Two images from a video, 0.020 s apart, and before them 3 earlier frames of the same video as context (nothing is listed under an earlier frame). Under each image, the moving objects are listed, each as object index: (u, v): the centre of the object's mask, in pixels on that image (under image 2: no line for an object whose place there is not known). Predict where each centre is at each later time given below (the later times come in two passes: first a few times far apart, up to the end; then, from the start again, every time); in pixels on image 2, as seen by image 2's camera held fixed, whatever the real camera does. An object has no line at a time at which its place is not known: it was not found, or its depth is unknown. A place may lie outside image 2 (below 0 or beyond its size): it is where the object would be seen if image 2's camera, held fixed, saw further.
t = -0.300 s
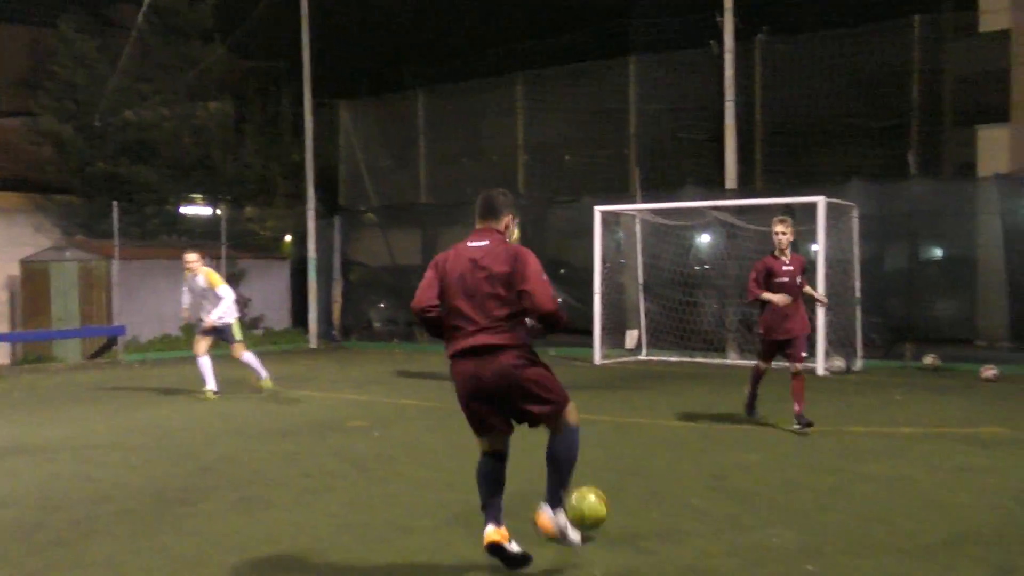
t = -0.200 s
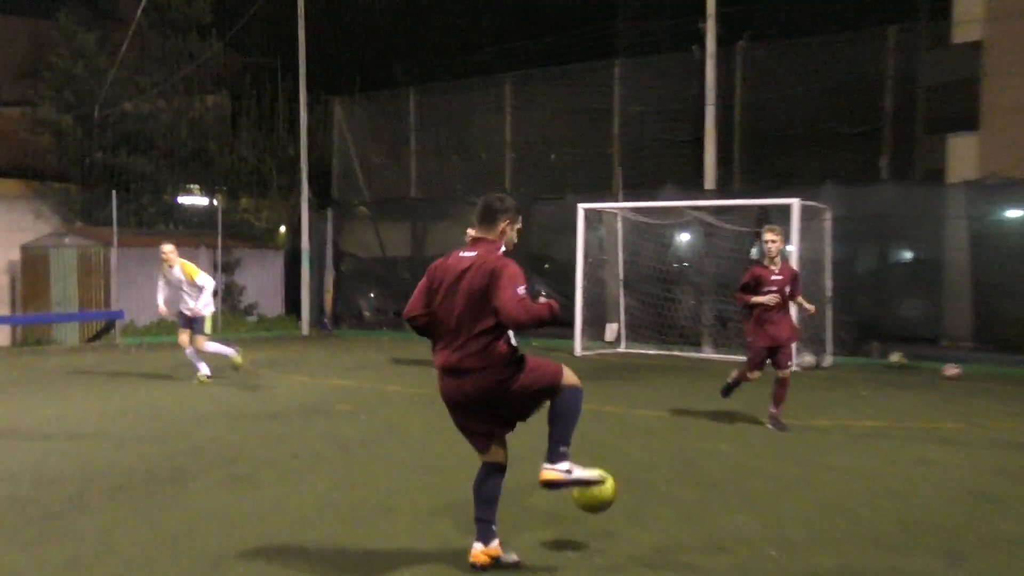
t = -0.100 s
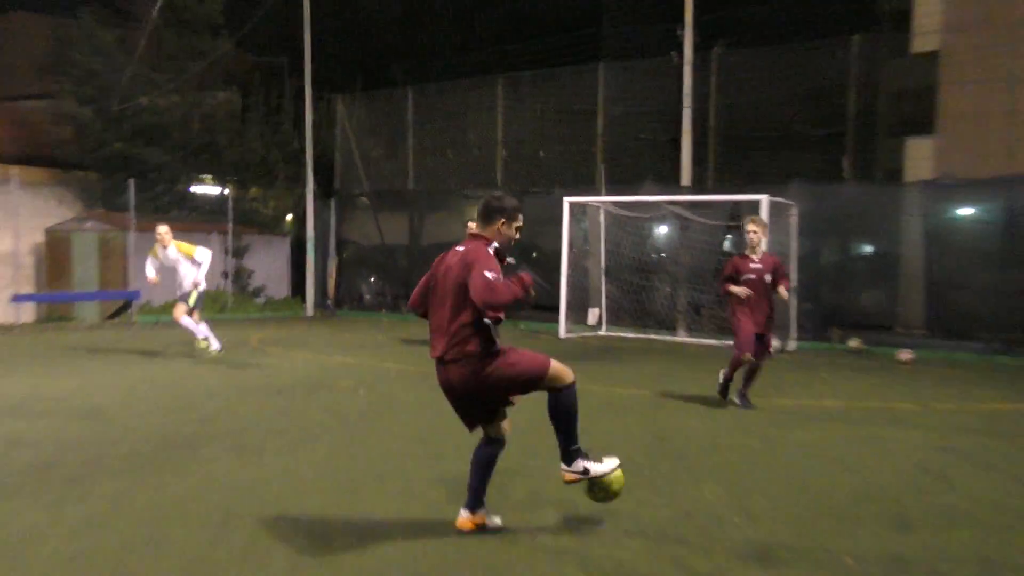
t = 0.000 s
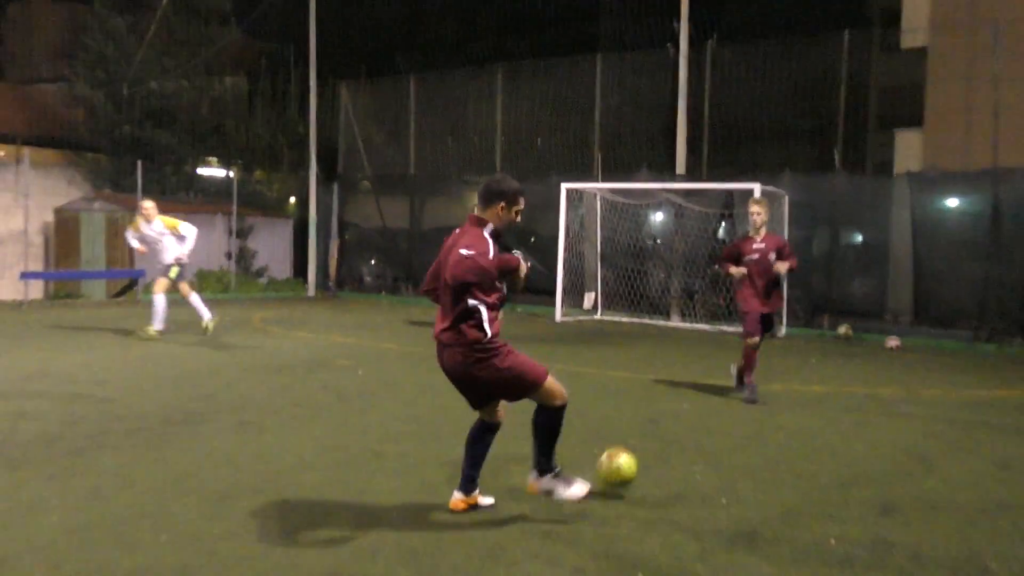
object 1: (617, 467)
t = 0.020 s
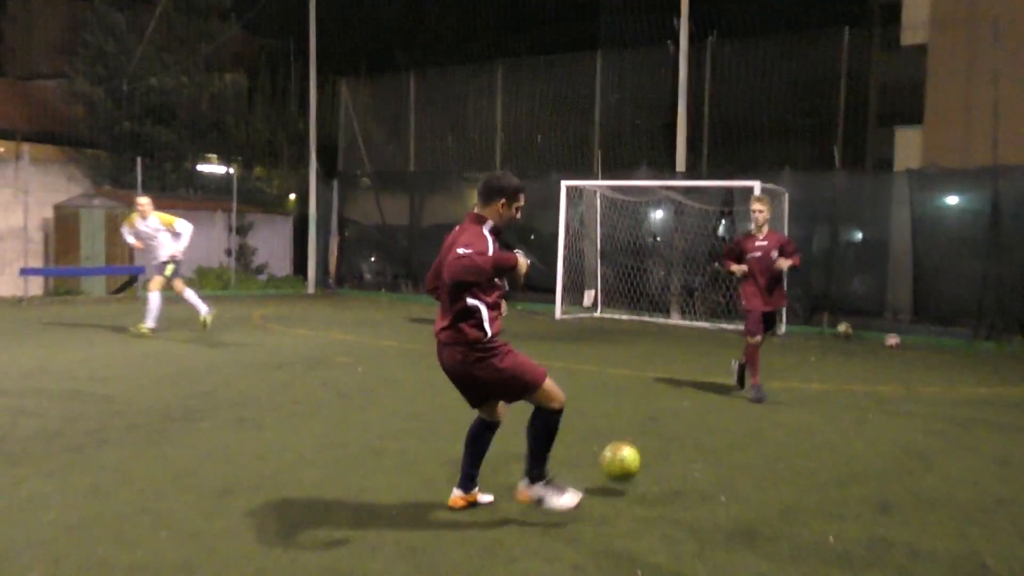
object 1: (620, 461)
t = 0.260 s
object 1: (666, 466)
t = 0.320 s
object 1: (677, 460)
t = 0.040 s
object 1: (624, 458)
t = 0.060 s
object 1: (628, 455)
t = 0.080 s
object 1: (632, 454)
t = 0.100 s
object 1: (636, 453)
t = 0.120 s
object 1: (639, 452)
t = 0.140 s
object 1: (643, 453)
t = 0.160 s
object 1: (647, 454)
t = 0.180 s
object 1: (651, 456)
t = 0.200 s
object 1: (654, 458)
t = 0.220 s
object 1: (658, 461)
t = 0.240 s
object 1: (662, 466)
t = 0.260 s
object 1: (666, 466)
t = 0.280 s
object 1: (669, 465)
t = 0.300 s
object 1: (673, 462)
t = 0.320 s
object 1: (677, 460)
